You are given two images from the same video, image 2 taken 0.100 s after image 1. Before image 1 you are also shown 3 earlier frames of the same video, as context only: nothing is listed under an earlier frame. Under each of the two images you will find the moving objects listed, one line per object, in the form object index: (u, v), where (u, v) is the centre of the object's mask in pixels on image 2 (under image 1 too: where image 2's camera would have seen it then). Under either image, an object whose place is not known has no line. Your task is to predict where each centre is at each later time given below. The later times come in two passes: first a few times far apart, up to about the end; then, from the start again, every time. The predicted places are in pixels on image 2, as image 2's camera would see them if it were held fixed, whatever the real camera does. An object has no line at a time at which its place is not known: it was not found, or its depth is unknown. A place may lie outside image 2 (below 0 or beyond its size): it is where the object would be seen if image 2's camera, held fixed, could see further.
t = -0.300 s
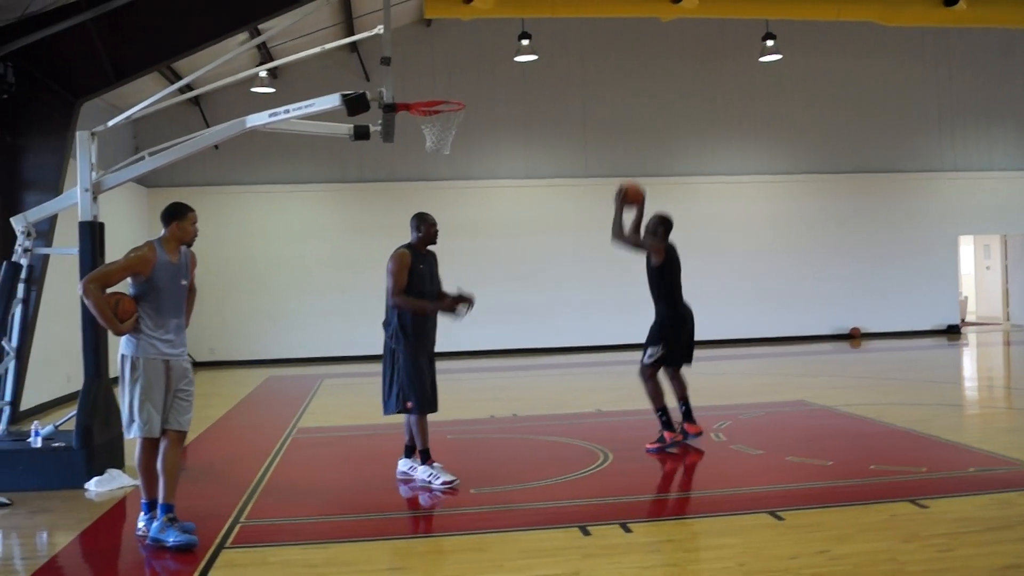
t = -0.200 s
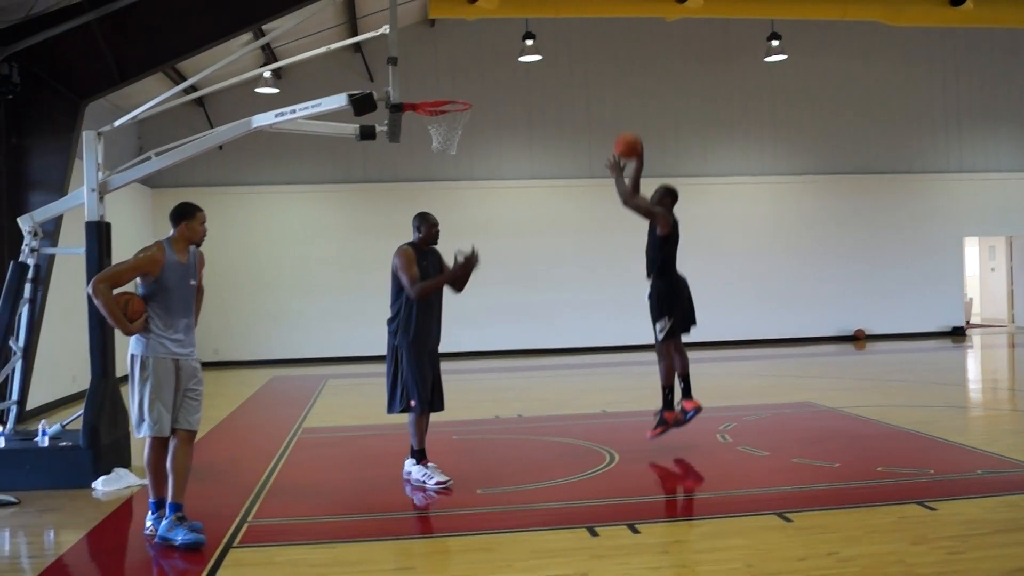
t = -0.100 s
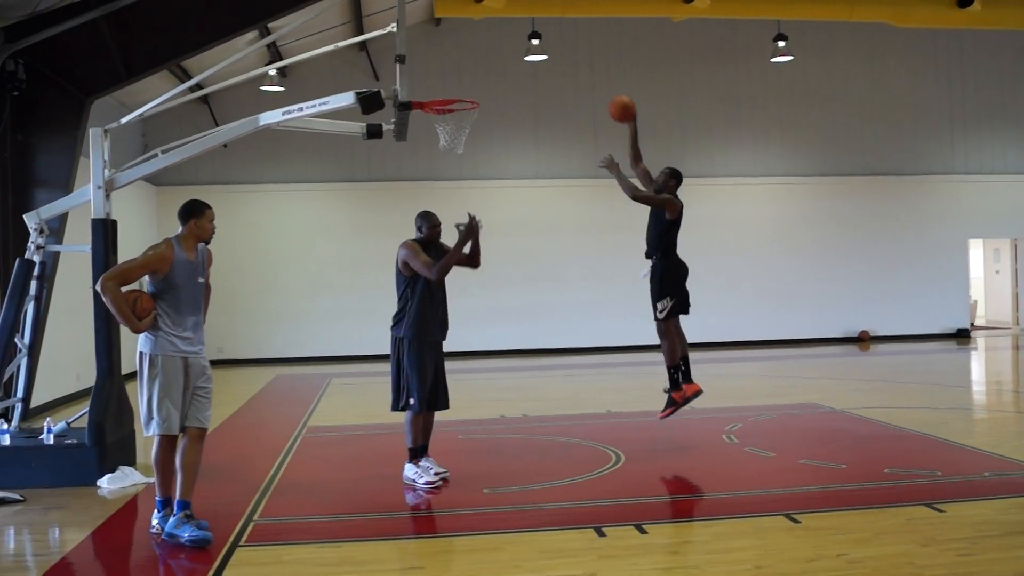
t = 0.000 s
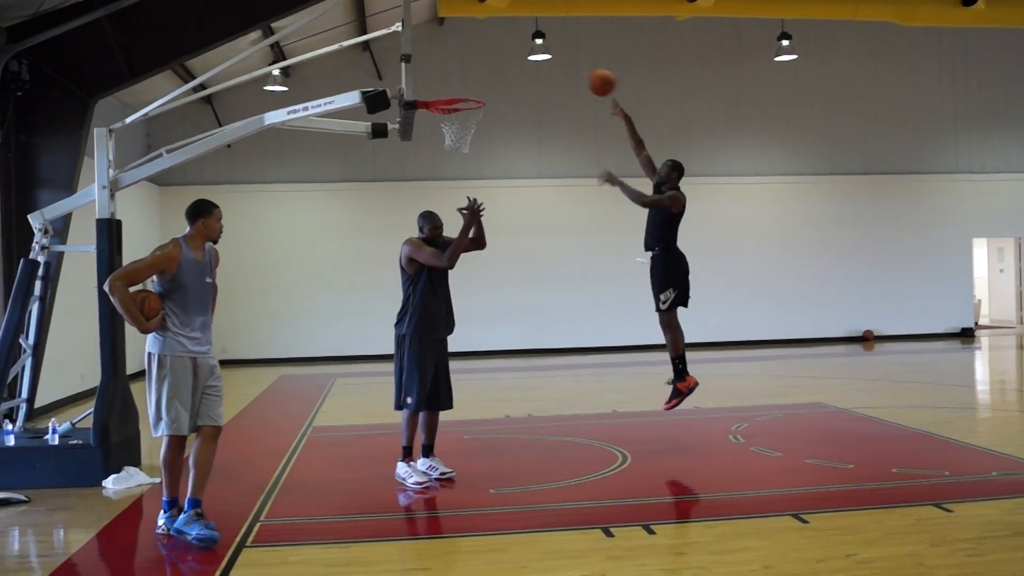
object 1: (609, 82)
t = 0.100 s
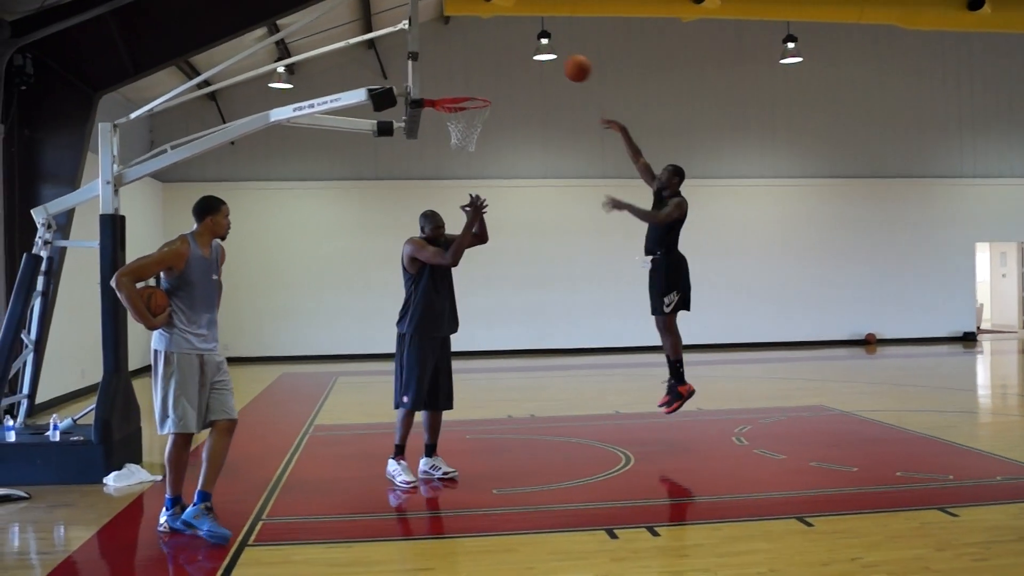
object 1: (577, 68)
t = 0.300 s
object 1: (515, 72)
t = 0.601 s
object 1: (461, 114)
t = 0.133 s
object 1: (567, 66)
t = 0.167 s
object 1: (557, 65)
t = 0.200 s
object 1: (547, 65)
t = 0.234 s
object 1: (536, 66)
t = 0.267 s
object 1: (525, 69)
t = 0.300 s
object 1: (515, 72)
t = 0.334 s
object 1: (503, 77)
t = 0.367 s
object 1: (493, 83)
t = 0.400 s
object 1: (483, 89)
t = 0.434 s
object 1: (473, 90)
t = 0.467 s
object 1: (464, 91)
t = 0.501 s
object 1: (457, 102)
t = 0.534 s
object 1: (453, 108)
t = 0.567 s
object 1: (456, 113)
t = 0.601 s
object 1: (461, 114)
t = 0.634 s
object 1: (465, 119)
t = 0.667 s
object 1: (470, 126)
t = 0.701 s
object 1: (472, 129)
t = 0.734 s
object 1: (478, 132)
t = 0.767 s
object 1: (479, 133)
